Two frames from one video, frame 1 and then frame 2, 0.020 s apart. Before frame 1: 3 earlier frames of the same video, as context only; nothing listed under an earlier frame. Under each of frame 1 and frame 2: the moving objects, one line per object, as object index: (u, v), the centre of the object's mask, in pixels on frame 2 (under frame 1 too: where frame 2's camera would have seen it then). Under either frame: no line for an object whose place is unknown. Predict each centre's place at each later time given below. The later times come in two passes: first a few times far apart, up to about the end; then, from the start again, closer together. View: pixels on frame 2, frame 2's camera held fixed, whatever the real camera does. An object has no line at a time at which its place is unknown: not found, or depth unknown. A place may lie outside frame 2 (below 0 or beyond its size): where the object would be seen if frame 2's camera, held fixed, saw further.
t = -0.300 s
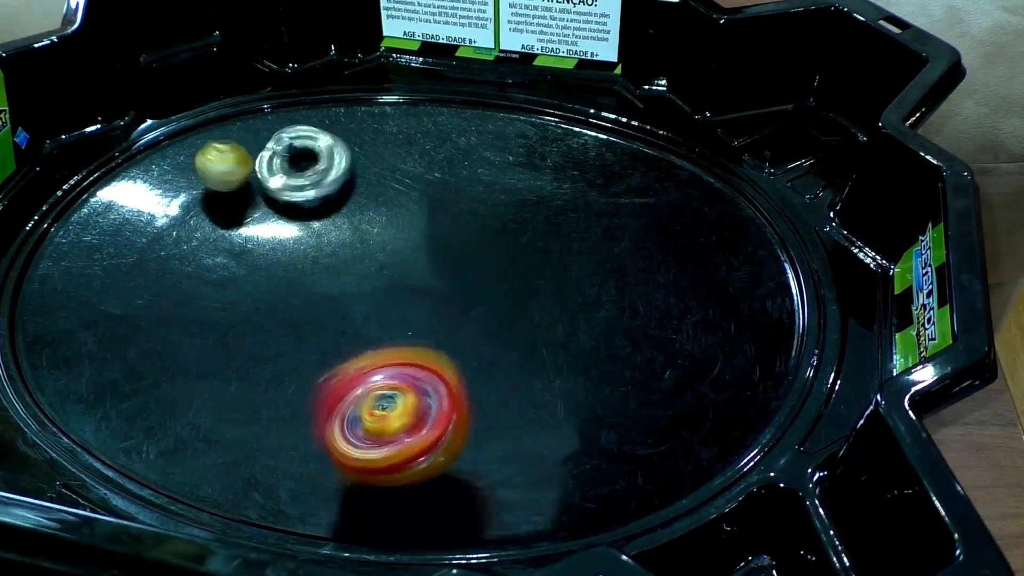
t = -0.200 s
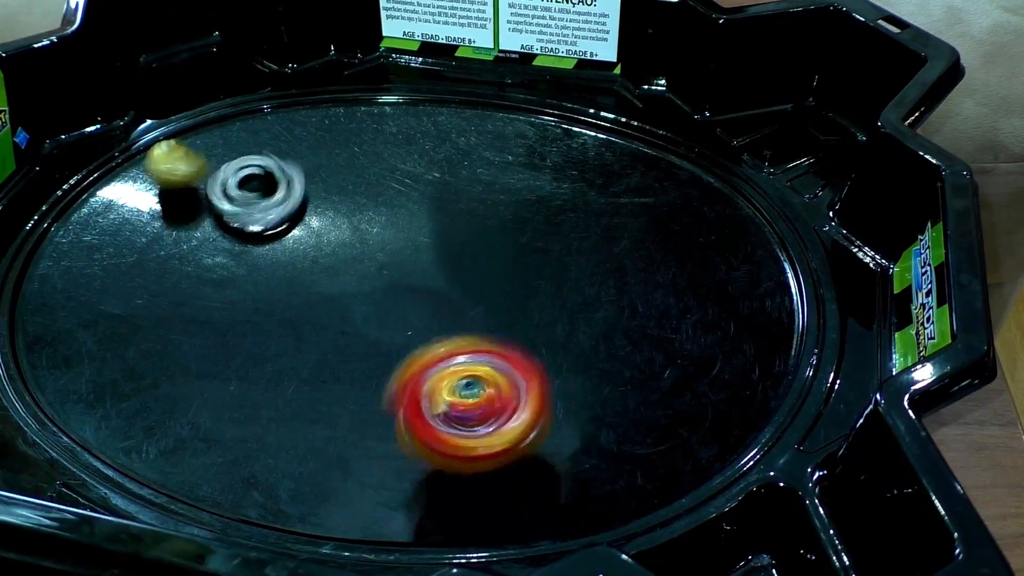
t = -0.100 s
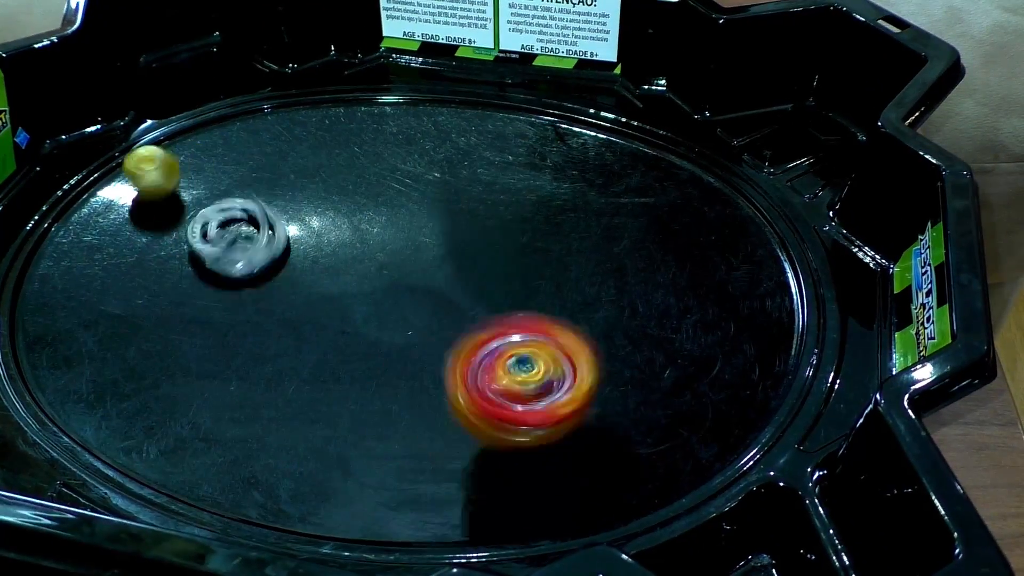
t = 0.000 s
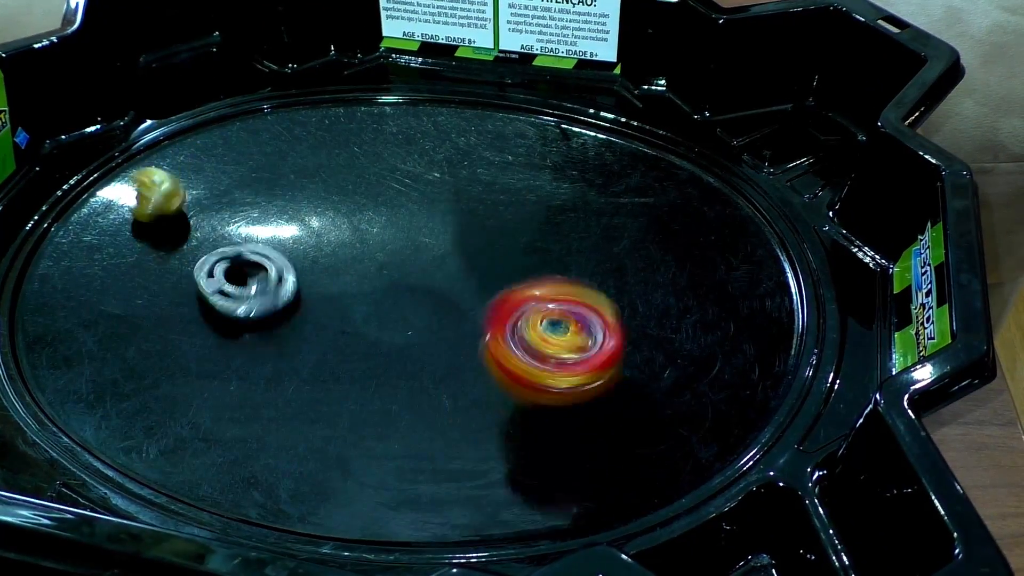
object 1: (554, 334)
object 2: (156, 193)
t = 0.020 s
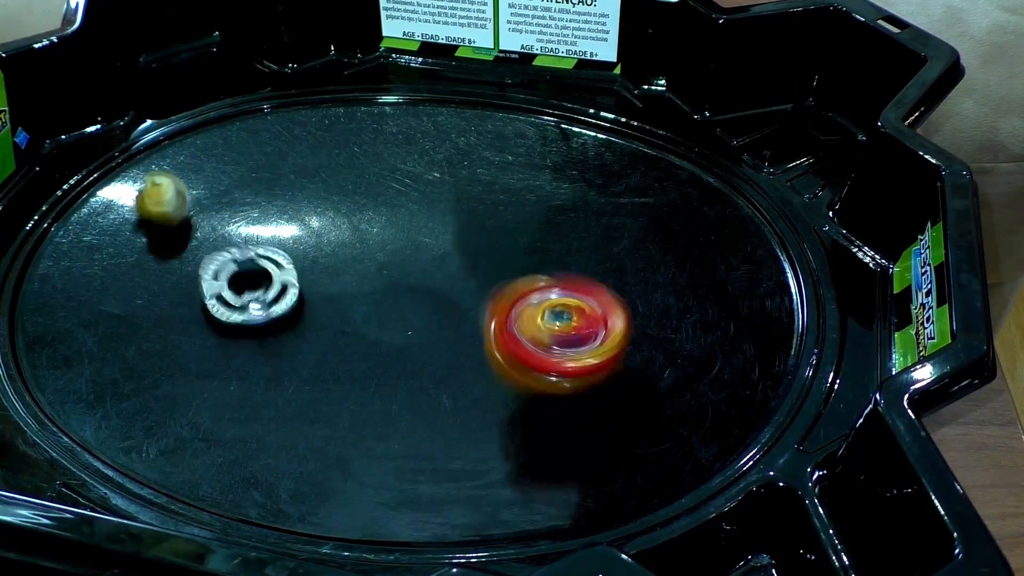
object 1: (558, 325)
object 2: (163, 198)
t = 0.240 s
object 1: (531, 227)
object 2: (254, 249)
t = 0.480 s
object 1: (433, 156)
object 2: (295, 246)
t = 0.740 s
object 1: (295, 155)
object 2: (300, 251)
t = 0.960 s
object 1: (213, 200)
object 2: (180, 342)
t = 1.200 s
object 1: (200, 273)
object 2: (259, 365)
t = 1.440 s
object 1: (270, 338)
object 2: (427, 372)
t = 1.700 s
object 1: (411, 346)
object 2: (476, 286)
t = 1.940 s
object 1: (504, 296)
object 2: (464, 254)
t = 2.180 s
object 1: (517, 241)
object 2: (431, 239)
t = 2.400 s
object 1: (462, 216)
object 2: (351, 224)
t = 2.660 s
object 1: (375, 224)
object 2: (218, 191)
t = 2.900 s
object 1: (315, 241)
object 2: (150, 186)
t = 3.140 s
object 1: (282, 255)
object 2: (162, 201)
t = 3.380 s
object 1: (303, 243)
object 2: (199, 199)
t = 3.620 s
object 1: (345, 246)
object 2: (220, 231)
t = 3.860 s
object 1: (379, 270)
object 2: (229, 236)
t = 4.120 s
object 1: (394, 297)
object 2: (241, 223)
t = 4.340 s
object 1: (388, 305)
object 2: (233, 235)
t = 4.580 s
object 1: (382, 288)
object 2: (229, 239)
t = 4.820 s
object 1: (389, 253)
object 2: (243, 225)
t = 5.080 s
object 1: (406, 239)
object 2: (235, 235)
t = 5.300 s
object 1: (397, 244)
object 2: (232, 239)
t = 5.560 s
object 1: (385, 243)
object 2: (244, 226)
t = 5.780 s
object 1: (373, 258)
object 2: (237, 238)
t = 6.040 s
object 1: (360, 263)
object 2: (239, 236)
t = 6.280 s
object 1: (369, 282)
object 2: (245, 229)
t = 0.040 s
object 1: (559, 316)
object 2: (169, 205)
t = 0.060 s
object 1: (561, 308)
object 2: (169, 208)
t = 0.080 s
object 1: (560, 298)
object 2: (184, 216)
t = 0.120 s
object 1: (556, 278)
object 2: (202, 233)
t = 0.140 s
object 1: (553, 270)
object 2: (212, 238)
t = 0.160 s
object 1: (551, 259)
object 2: (223, 245)
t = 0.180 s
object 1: (546, 253)
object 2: (227, 250)
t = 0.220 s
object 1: (536, 235)
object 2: (248, 255)
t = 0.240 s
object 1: (531, 227)
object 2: (254, 249)
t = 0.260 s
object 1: (524, 220)
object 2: (261, 246)
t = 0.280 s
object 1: (517, 212)
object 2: (268, 244)
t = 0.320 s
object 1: (504, 198)
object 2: (281, 242)
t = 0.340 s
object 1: (494, 191)
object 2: (286, 242)
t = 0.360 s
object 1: (487, 185)
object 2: (289, 242)
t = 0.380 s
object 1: (477, 178)
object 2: (292, 242)
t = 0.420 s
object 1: (461, 169)
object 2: (295, 244)
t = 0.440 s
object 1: (452, 164)
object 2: (295, 245)
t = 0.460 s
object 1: (443, 160)
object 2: (295, 245)
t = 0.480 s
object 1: (433, 156)
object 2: (295, 246)
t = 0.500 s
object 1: (422, 152)
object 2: (295, 246)
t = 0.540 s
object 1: (402, 147)
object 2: (295, 246)
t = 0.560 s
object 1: (390, 146)
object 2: (296, 246)
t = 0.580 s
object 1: (379, 143)
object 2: (295, 246)
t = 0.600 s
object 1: (368, 144)
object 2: (296, 246)
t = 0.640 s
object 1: (346, 145)
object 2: (295, 246)
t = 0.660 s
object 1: (337, 144)
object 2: (295, 246)
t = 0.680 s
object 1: (324, 147)
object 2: (295, 246)
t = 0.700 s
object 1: (315, 148)
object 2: (296, 246)
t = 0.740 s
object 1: (295, 155)
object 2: (300, 251)
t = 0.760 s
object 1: (283, 160)
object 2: (300, 251)
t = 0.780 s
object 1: (275, 164)
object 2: (300, 251)
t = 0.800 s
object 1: (266, 169)
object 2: (291, 249)
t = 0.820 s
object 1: (259, 171)
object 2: (273, 240)
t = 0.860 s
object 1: (250, 180)
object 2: (238, 241)
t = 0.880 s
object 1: (238, 181)
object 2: (224, 249)
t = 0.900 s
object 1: (232, 185)
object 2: (210, 267)
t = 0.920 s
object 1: (223, 191)
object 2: (195, 291)
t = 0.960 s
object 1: (213, 200)
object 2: (180, 342)
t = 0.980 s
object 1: (211, 203)
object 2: (180, 342)
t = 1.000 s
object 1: (205, 211)
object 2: (181, 348)
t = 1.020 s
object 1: (202, 214)
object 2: (184, 350)
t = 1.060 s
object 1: (195, 227)
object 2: (195, 351)
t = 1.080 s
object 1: (194, 233)
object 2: (200, 350)
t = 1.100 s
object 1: (193, 240)
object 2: (209, 352)
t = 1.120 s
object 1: (193, 245)
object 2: (217, 352)
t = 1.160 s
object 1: (194, 260)
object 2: (241, 346)
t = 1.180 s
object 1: (194, 267)
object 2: (247, 355)
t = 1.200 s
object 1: (200, 273)
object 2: (259, 365)
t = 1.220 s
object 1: (204, 285)
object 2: (272, 375)
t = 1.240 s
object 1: (208, 285)
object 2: (287, 381)
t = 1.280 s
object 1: (216, 296)
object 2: (318, 389)
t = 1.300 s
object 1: (222, 307)
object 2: (333, 388)
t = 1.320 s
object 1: (225, 303)
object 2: (347, 388)
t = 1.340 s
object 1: (235, 316)
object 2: (361, 387)
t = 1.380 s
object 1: (249, 326)
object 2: (390, 385)
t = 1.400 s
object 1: (252, 325)
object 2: (404, 384)
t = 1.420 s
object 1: (263, 325)
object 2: (415, 380)
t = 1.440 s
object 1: (270, 338)
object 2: (427, 372)
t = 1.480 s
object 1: (290, 347)
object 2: (446, 357)
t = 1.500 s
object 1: (298, 341)
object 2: (454, 348)
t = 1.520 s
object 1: (312, 345)
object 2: (459, 342)
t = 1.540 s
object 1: (322, 348)
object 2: (462, 336)
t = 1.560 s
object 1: (337, 354)
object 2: (465, 330)
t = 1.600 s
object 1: (359, 353)
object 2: (473, 314)
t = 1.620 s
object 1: (368, 353)
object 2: (475, 308)
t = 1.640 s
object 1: (383, 351)
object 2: (475, 302)
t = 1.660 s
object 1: (390, 352)
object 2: (475, 295)
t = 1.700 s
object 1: (411, 346)
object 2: (476, 286)
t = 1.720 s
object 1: (420, 344)
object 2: (475, 281)
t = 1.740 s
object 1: (427, 337)
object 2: (478, 274)
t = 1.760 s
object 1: (439, 337)
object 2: (478, 270)
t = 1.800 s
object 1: (457, 329)
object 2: (480, 268)
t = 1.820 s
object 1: (463, 323)
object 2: (482, 262)
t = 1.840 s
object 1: (476, 321)
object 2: (476, 261)
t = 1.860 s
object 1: (480, 317)
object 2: (479, 260)
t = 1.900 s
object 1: (493, 309)
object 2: (470, 258)
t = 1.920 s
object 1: (500, 301)
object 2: (461, 253)
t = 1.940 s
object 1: (504, 296)
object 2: (464, 254)
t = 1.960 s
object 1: (510, 291)
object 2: (455, 250)
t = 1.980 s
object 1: (517, 286)
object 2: (458, 250)
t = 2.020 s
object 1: (519, 280)
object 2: (450, 245)
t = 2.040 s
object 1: (523, 273)
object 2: (445, 243)
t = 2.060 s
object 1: (521, 272)
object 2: (444, 243)
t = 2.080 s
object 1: (523, 267)
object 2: (444, 240)
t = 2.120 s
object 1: (523, 251)
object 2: (439, 240)
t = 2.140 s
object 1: (522, 249)
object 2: (435, 239)
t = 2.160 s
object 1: (519, 246)
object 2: (434, 239)
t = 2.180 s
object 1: (517, 241)
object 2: (431, 239)
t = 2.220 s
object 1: (510, 232)
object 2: (425, 239)
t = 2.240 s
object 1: (506, 230)
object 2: (421, 238)
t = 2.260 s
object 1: (500, 228)
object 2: (419, 238)
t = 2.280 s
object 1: (497, 225)
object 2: (411, 236)
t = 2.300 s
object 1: (491, 224)
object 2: (402, 232)
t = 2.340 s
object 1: (483, 221)
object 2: (378, 226)
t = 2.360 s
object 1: (476, 220)
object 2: (367, 225)
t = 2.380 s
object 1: (469, 218)
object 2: (359, 224)
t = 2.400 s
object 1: (462, 216)
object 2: (351, 224)
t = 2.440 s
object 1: (454, 215)
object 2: (339, 226)
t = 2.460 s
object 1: (445, 215)
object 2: (341, 224)
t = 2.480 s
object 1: (440, 215)
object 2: (338, 225)
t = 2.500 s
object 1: (430, 215)
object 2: (338, 226)
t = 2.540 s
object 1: (416, 214)
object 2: (333, 232)
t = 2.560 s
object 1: (406, 215)
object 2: (331, 233)
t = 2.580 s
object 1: (404, 217)
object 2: (318, 218)
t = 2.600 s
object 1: (396, 219)
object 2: (289, 210)
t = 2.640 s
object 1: (383, 222)
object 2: (239, 198)
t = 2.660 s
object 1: (375, 224)
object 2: (218, 191)
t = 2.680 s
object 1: (371, 224)
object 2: (202, 184)
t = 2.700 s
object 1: (365, 226)
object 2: (185, 181)
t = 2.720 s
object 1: (358, 228)
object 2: (172, 179)
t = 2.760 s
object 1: (346, 233)
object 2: (154, 177)
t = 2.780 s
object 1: (342, 232)
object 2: (148, 179)
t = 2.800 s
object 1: (335, 235)
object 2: (149, 175)
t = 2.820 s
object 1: (329, 235)
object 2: (149, 177)
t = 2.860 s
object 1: (322, 238)
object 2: (147, 183)
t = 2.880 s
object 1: (317, 239)
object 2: (149, 184)
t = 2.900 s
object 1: (315, 241)
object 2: (150, 186)
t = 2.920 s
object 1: (308, 242)
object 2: (150, 188)
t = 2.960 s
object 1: (303, 245)
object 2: (152, 193)
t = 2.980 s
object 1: (295, 248)
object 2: (152, 195)
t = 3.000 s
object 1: (292, 247)
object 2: (152, 197)
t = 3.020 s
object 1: (291, 249)
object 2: (153, 198)
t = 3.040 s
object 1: (287, 249)
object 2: (153, 199)
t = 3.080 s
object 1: (288, 252)
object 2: (156, 201)
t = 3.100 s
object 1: (283, 258)
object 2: (157, 201)
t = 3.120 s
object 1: (282, 254)
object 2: (159, 202)
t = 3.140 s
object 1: (282, 255)
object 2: (162, 201)
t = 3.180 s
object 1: (284, 253)
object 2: (166, 200)
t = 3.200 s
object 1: (286, 264)
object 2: (169, 199)
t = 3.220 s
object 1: (285, 262)
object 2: (171, 198)
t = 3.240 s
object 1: (289, 252)
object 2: (175, 195)
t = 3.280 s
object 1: (294, 250)
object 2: (181, 194)
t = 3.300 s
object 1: (296, 248)
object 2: (184, 197)
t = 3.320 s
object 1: (299, 247)
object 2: (188, 197)
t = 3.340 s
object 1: (299, 247)
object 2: (192, 198)
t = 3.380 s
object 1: (303, 243)
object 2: (199, 199)
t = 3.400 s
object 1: (305, 242)
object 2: (202, 201)
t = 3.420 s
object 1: (307, 242)
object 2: (205, 203)
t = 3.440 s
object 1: (309, 241)
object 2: (208, 204)
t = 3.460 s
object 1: (316, 239)
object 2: (211, 206)
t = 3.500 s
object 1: (321, 243)
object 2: (215, 212)
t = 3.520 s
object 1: (325, 242)
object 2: (218, 215)
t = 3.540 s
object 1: (330, 241)
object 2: (219, 218)
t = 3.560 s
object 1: (333, 242)
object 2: (220, 222)
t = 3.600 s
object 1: (340, 245)
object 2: (221, 228)
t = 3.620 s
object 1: (345, 246)
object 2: (220, 231)
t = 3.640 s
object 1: (346, 253)
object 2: (220, 233)
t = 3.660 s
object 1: (348, 254)
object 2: (219, 235)
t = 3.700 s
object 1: (354, 255)
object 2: (219, 238)
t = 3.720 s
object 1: (356, 257)
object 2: (219, 238)
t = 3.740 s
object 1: (359, 257)
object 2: (221, 238)
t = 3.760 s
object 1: (365, 257)
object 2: (222, 238)
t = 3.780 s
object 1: (371, 260)
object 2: (223, 238)
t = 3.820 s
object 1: (373, 269)
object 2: (226, 237)
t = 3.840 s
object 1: (375, 269)
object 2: (228, 237)
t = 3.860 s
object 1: (379, 270)
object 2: (229, 236)
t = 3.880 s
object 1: (380, 274)
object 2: (231, 235)
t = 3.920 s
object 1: (384, 277)
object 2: (234, 231)
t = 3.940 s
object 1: (387, 279)
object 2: (236, 230)
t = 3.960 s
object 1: (387, 285)
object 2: (237, 228)
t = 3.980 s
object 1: (389, 287)
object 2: (239, 227)
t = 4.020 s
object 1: (394, 288)
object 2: (241, 225)
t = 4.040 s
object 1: (394, 291)
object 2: (241, 224)
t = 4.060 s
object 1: (391, 296)
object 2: (241, 222)
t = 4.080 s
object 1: (390, 296)
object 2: (241, 224)
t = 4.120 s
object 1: (394, 297)
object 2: (241, 223)
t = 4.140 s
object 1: (393, 298)
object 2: (241, 223)
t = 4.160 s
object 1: (392, 300)
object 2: (241, 223)
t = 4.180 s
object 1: (393, 302)
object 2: (241, 224)
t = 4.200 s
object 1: (397, 301)
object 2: (241, 224)
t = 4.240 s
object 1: (393, 308)
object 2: (239, 227)
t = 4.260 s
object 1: (391, 306)
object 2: (239, 228)
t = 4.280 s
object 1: (381, 304)
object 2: (237, 230)
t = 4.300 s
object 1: (393, 305)
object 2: (236, 232)
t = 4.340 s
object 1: (388, 305)
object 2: (233, 235)
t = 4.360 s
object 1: (387, 303)
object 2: (232, 237)
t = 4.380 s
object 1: (386, 301)
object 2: (231, 238)
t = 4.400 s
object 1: (384, 301)
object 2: (230, 239)
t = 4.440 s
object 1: (380, 297)
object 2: (228, 240)
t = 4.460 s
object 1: (381, 293)
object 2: (228, 240)
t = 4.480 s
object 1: (384, 291)
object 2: (227, 240)
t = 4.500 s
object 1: (386, 292)
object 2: (227, 240)
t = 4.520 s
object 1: (385, 290)
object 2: (227, 240)
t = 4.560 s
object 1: (381, 289)
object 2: (228, 240)
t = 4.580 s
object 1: (382, 288)
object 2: (229, 239)
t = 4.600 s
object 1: (380, 287)
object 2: (229, 239)
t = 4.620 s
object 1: (379, 284)
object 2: (231, 238)
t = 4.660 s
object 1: (381, 271)
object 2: (233, 235)
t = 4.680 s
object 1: (385, 269)
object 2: (235, 234)
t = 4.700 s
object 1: (383, 272)
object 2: (237, 233)
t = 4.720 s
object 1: (385, 268)
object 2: (238, 231)
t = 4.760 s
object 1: (388, 260)
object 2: (240, 228)
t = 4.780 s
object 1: (390, 257)
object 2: (241, 227)
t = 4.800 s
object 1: (389, 256)
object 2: (242, 226)
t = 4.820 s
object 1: (389, 253)
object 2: (243, 225)
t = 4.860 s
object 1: (394, 247)
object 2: (243, 224)
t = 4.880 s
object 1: (398, 246)
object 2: (243, 224)
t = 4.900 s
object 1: (398, 247)
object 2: (243, 225)
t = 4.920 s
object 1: (397, 246)
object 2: (243, 225)
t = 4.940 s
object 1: (399, 244)
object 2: (243, 225)
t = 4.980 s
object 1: (404, 242)
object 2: (241, 228)
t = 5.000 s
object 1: (404, 242)
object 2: (240, 229)
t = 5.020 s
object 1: (402, 242)
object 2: (239, 230)
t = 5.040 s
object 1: (404, 240)
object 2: (238, 233)
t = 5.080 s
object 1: (406, 239)
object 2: (235, 235)
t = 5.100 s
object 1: (406, 241)
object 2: (234, 237)
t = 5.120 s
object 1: (403, 241)
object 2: (233, 238)
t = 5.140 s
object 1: (403, 240)
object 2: (232, 239)
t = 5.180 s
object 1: (406, 238)
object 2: (231, 240)
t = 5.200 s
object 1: (407, 240)
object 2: (231, 240)
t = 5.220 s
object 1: (406, 241)
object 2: (231, 240)
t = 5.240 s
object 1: (405, 241)
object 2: (231, 240)
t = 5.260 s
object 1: (393, 242)
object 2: (231, 240)
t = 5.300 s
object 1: (397, 244)
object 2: (232, 239)
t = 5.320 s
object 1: (405, 246)
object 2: (233, 238)
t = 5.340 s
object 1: (399, 249)
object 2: (234, 237)
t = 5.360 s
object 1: (397, 248)
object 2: (236, 236)
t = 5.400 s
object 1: (384, 249)
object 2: (238, 233)
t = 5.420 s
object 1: (380, 249)
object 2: (240, 231)
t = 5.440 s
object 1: (388, 248)
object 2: (241, 230)
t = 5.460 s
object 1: (385, 246)
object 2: (242, 229)
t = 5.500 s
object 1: (380, 244)
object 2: (244, 226)
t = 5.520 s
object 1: (378, 244)
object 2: (244, 226)
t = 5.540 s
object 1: (374, 242)
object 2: (244, 226)
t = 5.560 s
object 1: (385, 243)
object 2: (244, 226)
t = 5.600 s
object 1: (390, 240)
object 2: (244, 226)
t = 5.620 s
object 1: (385, 237)
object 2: (243, 227)
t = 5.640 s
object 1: (384, 236)
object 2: (243, 228)
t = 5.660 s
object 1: (379, 236)
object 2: (242, 230)
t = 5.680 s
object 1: (378, 242)
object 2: (242, 231)
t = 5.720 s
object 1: (387, 248)
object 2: (239, 234)
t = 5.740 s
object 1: (386, 251)
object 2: (238, 236)
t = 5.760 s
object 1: (375, 256)
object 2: (237, 237)
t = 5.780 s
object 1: (373, 258)
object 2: (237, 238)
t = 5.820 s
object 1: (373, 261)
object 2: (235, 240)
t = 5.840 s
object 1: (373, 259)
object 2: (234, 241)
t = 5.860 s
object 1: (371, 255)
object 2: (234, 241)
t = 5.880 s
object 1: (370, 253)
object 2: (233, 241)
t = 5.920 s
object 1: (376, 258)
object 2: (234, 241)
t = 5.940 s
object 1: (366, 265)
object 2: (234, 241)
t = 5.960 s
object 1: (363, 263)
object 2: (235, 240)
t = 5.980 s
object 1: (361, 261)
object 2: (236, 240)
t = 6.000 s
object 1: (361, 261)
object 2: (237, 239)
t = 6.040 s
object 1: (360, 263)
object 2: (239, 236)
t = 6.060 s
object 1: (364, 270)
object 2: (241, 235)
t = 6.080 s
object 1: (363, 269)
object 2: (242, 233)
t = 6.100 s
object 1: (365, 271)
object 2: (243, 232)
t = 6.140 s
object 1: (365, 273)
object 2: (245, 229)
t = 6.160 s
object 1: (365, 274)
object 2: (246, 229)
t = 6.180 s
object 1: (365, 275)
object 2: (246, 228)
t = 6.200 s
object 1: (365, 276)
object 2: (246, 228)
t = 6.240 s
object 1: (367, 281)
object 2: (246, 228)
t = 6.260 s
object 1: (367, 281)
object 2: (246, 228)
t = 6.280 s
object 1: (369, 282)
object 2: (245, 229)
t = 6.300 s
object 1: (370, 283)
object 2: (245, 230)
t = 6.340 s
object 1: (371, 283)
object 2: (243, 233)
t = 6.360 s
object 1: (371, 284)
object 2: (242, 235)
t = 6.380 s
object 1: (371, 283)
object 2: (241, 236)
